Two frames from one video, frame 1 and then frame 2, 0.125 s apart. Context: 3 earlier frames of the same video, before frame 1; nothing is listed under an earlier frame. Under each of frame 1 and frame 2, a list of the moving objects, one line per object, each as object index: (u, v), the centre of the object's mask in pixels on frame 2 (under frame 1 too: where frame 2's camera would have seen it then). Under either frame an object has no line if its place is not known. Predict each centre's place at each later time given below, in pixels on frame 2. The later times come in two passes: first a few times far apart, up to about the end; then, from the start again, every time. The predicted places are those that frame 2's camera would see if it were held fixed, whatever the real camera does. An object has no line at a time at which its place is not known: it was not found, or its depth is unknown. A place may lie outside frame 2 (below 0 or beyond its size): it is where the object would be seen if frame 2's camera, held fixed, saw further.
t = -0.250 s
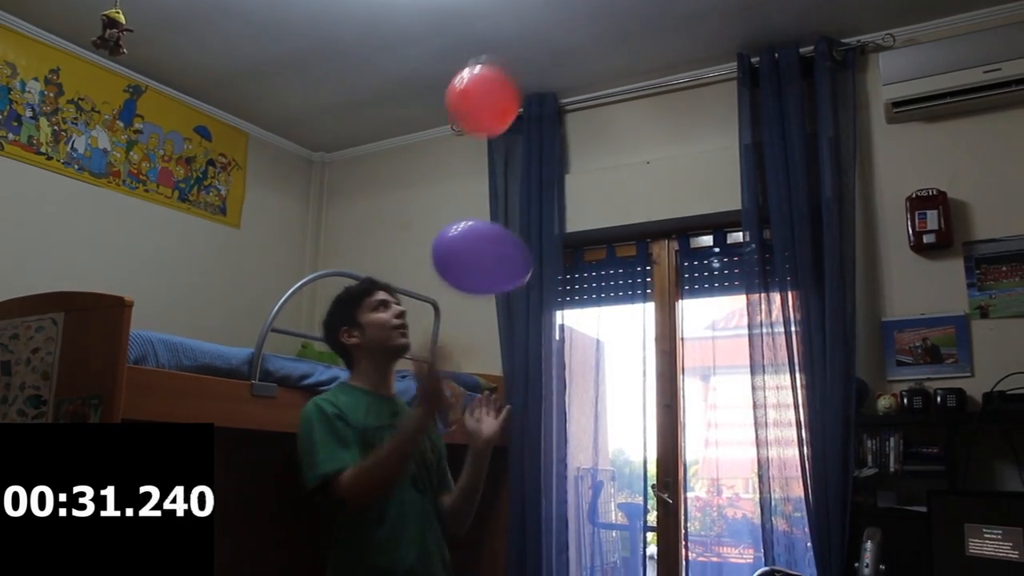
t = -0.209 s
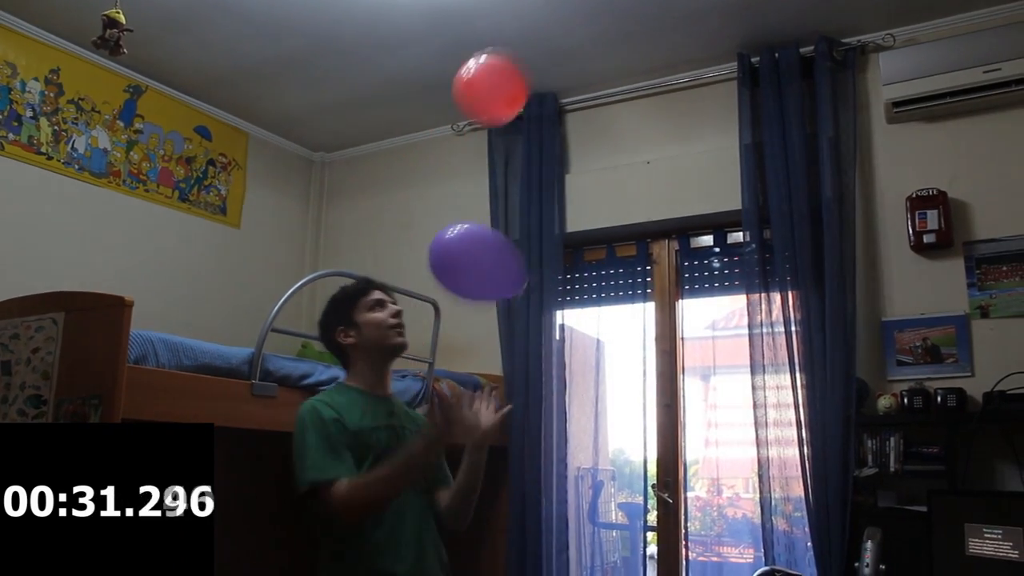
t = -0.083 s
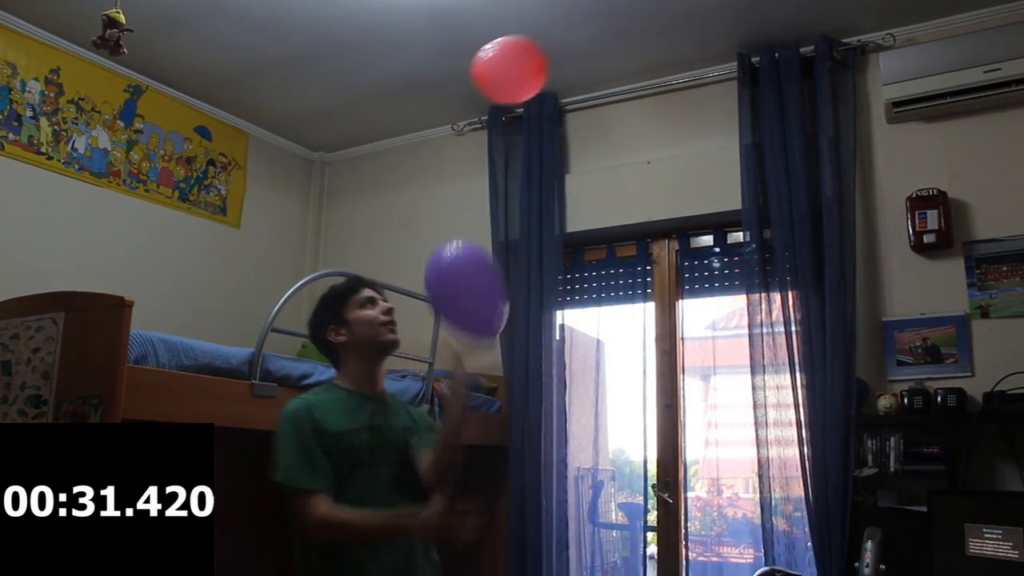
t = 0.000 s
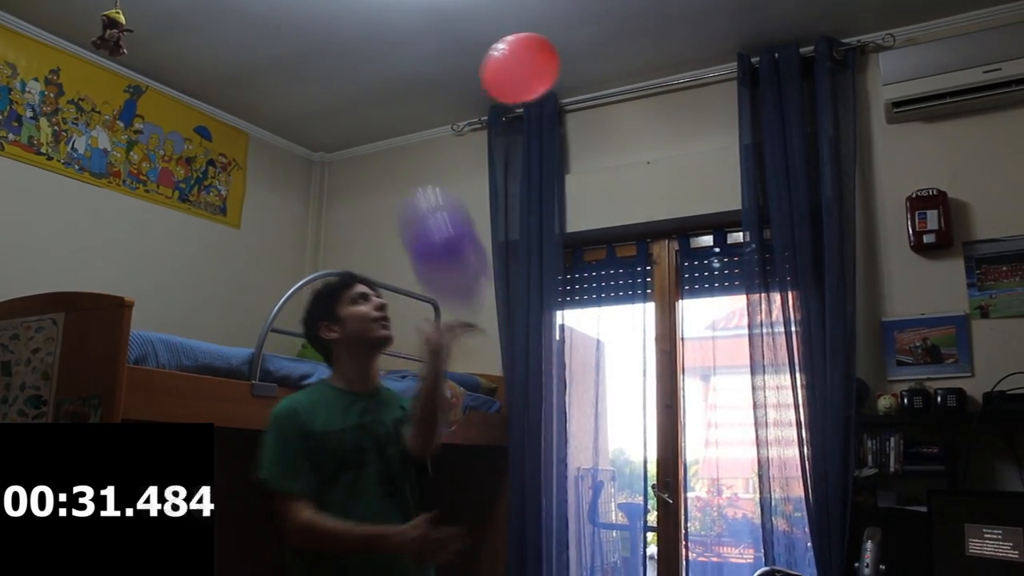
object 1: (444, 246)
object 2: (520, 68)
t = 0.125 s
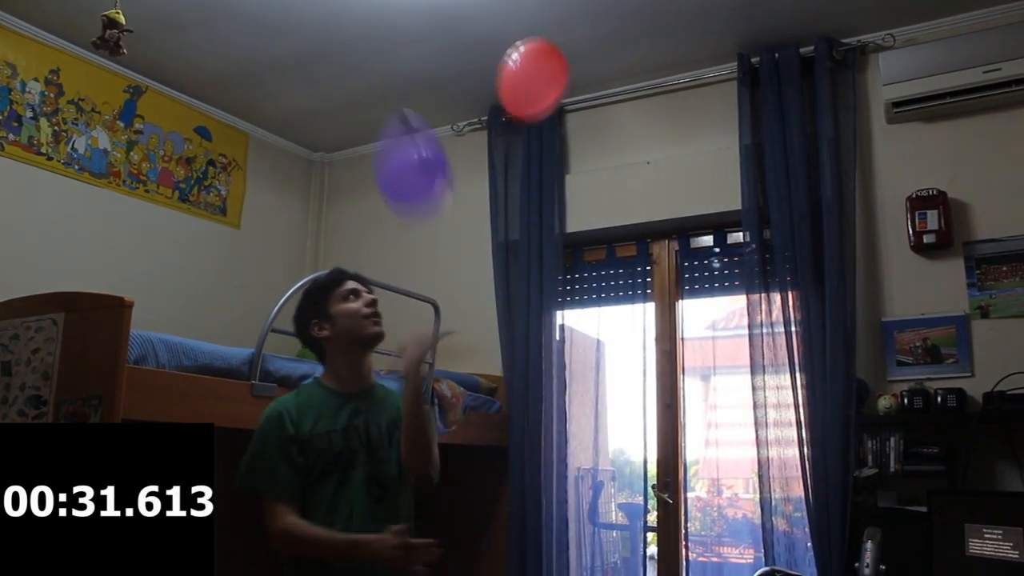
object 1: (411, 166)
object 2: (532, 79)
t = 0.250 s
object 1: (389, 113)
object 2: (543, 103)
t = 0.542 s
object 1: (350, 67)
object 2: (570, 214)
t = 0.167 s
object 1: (403, 146)
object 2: (536, 86)
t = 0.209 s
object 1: (396, 129)
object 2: (539, 94)
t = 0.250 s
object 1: (389, 113)
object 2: (543, 103)
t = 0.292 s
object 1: (383, 101)
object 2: (546, 115)
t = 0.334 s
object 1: (377, 91)
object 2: (550, 128)
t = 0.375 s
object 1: (371, 83)
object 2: (553, 141)
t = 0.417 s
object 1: (365, 76)
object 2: (558, 161)
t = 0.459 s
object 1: (360, 71)
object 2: (562, 177)
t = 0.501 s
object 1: (355, 68)
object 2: (566, 195)
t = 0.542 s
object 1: (350, 67)
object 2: (570, 214)
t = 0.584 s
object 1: (345, 67)
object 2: (574, 232)
